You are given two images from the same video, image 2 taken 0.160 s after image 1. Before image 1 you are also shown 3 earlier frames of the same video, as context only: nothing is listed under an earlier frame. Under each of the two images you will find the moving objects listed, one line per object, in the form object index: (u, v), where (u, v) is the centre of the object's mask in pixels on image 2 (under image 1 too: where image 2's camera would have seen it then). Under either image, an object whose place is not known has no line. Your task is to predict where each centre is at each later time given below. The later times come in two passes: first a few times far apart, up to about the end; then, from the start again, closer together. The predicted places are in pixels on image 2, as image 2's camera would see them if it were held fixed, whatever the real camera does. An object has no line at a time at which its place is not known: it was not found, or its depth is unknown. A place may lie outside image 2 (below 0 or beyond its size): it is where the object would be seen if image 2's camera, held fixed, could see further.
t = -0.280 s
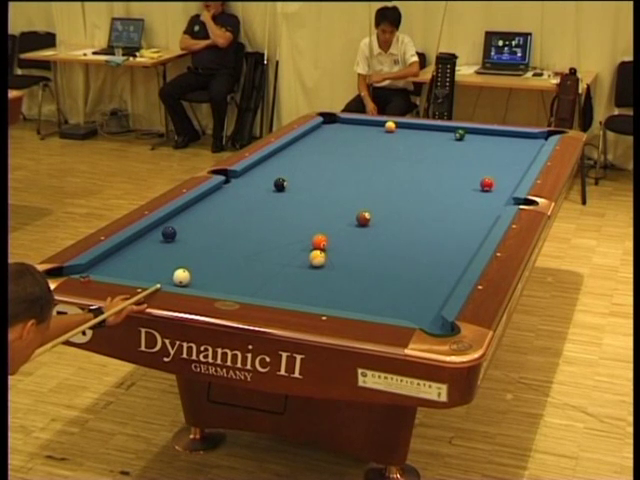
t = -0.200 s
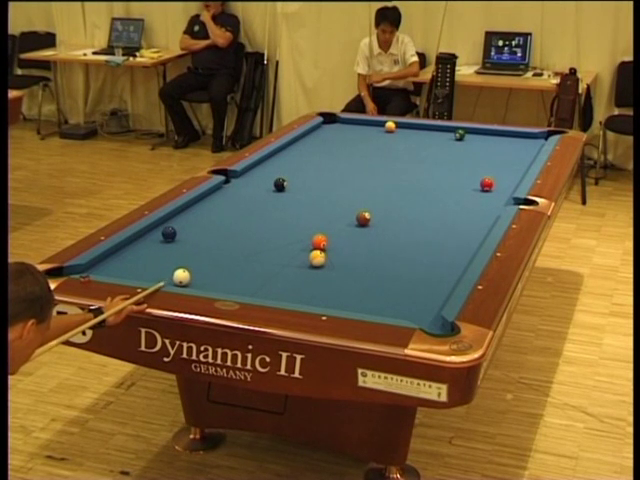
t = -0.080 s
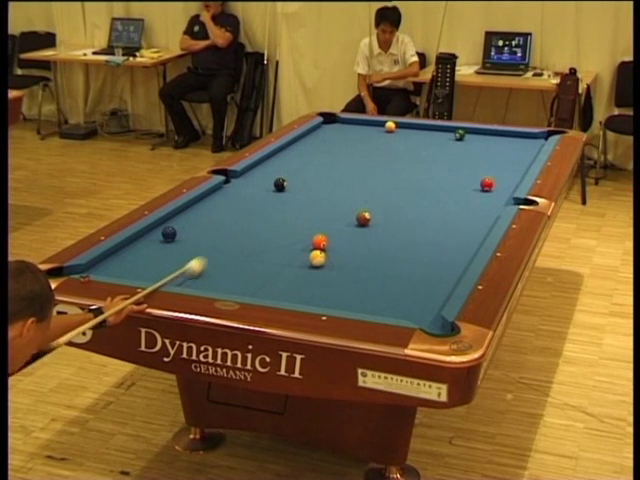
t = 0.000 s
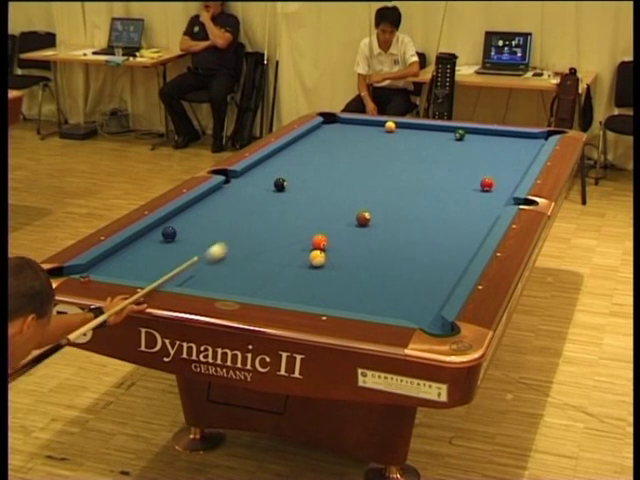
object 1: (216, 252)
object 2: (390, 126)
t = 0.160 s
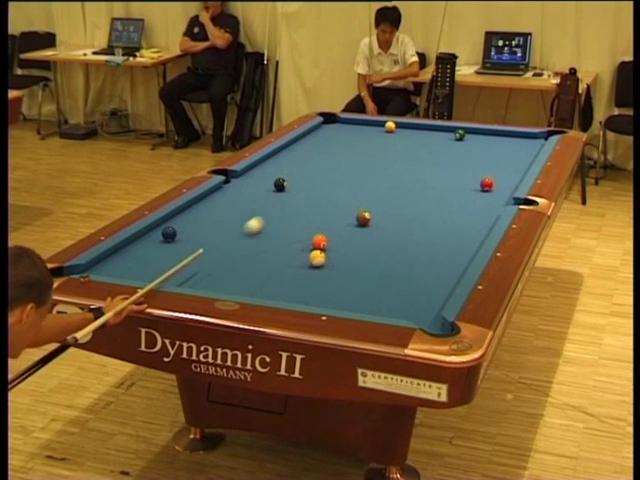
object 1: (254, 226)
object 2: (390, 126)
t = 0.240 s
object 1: (271, 214)
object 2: (390, 126)
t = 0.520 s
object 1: (320, 179)
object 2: (390, 126)
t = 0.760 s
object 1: (354, 155)
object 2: (390, 126)
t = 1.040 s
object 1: (386, 132)
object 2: (391, 125)
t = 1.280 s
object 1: (416, 126)
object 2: (377, 127)
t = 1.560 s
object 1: (428, 131)
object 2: (357, 135)
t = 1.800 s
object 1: (436, 136)
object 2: (338, 142)
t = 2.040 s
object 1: (444, 140)
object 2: (319, 149)
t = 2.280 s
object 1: (452, 145)
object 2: (300, 157)
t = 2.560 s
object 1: (461, 150)
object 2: (276, 165)
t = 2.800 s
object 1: (469, 155)
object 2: (256, 173)
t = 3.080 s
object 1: (477, 160)
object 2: (231, 183)
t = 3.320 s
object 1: (485, 164)
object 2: (218, 190)
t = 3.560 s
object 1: (492, 168)
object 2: (210, 199)
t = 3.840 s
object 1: (500, 172)
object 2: (200, 208)
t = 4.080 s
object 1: (507, 176)
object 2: (191, 216)
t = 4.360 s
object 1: (514, 180)
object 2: (182, 226)
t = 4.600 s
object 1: (512, 182)
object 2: (179, 231)
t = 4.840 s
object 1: (507, 183)
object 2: (181, 233)
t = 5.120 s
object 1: (503, 185)
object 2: (182, 236)
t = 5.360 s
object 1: (499, 186)
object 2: (183, 237)
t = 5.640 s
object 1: (497, 187)
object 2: (185, 239)
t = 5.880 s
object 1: (496, 187)
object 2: (186, 240)
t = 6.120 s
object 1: (494, 188)
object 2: (186, 240)
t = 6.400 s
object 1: (494, 188)
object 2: (187, 241)
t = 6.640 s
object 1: (494, 188)
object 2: (187, 241)
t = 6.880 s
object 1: (494, 188)
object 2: (187, 241)
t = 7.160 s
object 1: (494, 188)
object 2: (187, 241)
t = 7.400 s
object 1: (494, 188)
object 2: (187, 241)
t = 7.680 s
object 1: (494, 188)
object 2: (187, 241)
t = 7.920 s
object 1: (494, 188)
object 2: (187, 241)
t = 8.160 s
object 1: (494, 188)
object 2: (187, 241)
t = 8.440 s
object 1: (494, 188)
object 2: (187, 241)
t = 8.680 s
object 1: (494, 188)
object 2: (187, 241)
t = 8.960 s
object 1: (494, 188)
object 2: (187, 241)
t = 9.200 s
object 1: (494, 188)
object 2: (187, 241)
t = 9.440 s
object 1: (494, 188)
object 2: (187, 241)
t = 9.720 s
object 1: (494, 188)
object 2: (186, 241)
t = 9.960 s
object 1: (494, 188)
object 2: (187, 241)
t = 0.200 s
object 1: (262, 219)
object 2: (390, 126)
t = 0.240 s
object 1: (271, 214)
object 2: (390, 126)
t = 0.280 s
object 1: (278, 208)
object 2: (390, 126)
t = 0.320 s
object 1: (286, 203)
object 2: (390, 126)
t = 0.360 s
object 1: (293, 198)
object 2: (390, 126)
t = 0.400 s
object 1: (300, 193)
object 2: (390, 126)
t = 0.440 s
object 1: (307, 188)
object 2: (390, 126)
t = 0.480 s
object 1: (314, 183)
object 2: (390, 126)
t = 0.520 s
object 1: (320, 179)
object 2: (390, 126)
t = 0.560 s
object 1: (326, 175)
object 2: (390, 126)
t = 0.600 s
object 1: (332, 170)
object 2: (390, 126)
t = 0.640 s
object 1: (338, 166)
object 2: (390, 126)
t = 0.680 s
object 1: (343, 163)
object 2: (390, 126)
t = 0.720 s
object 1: (349, 158)
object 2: (390, 126)
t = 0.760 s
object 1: (354, 155)
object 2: (390, 126)
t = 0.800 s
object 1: (359, 151)
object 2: (390, 126)
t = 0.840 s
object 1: (364, 148)
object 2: (390, 126)
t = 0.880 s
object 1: (369, 145)
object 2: (390, 126)
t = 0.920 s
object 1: (374, 141)
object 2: (390, 126)
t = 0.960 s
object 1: (378, 138)
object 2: (390, 126)
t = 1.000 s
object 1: (382, 135)
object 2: (391, 126)
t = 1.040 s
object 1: (386, 132)
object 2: (391, 125)
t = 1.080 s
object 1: (390, 128)
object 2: (390, 123)
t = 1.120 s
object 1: (397, 129)
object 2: (388, 123)
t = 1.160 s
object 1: (401, 128)
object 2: (386, 124)
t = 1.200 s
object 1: (406, 128)
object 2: (383, 125)
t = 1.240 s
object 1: (411, 127)
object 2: (380, 126)
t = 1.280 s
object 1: (416, 126)
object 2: (377, 127)
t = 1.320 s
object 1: (420, 126)
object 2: (375, 128)
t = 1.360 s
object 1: (421, 127)
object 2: (372, 129)
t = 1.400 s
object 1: (422, 128)
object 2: (369, 131)
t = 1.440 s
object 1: (424, 129)
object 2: (366, 132)
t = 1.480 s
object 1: (425, 129)
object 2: (363, 133)
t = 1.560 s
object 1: (428, 131)
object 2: (357, 135)
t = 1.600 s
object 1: (429, 131)
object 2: (353, 137)
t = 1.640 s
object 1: (430, 132)
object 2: (350, 138)
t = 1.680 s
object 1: (432, 133)
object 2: (347, 139)
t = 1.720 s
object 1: (433, 134)
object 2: (344, 140)
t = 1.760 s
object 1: (434, 135)
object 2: (341, 141)
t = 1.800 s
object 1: (436, 136)
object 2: (338, 142)
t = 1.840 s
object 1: (437, 136)
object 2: (335, 144)
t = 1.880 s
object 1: (439, 137)
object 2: (332, 144)
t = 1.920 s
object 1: (440, 138)
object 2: (329, 146)
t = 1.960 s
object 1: (441, 139)
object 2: (326, 147)
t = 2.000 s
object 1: (442, 139)
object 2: (323, 148)
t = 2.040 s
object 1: (444, 140)
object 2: (319, 149)
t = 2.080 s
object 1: (445, 141)
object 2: (316, 150)
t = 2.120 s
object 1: (446, 142)
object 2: (313, 152)
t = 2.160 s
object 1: (448, 143)
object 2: (310, 153)
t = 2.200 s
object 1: (449, 143)
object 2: (306, 154)
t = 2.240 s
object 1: (450, 144)
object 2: (303, 155)
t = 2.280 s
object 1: (452, 145)
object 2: (300, 157)
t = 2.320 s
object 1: (453, 146)
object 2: (296, 158)
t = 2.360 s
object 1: (454, 147)
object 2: (293, 159)
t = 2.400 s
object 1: (455, 147)
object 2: (290, 160)
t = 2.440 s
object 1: (457, 148)
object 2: (287, 161)
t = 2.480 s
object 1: (458, 149)
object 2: (283, 163)
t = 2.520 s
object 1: (459, 149)
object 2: (280, 164)
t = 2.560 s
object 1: (461, 150)
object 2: (276, 165)
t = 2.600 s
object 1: (462, 151)
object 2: (273, 167)
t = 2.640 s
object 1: (463, 151)
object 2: (270, 168)
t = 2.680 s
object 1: (465, 152)
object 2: (266, 169)
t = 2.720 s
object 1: (466, 153)
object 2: (263, 170)
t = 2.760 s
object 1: (467, 154)
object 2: (259, 172)
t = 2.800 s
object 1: (469, 155)
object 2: (256, 173)
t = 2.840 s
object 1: (470, 155)
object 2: (253, 174)
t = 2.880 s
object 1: (471, 156)
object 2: (249, 176)
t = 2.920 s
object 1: (472, 157)
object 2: (246, 177)
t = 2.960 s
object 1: (473, 157)
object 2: (242, 178)
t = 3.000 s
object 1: (475, 158)
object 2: (239, 180)
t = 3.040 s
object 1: (476, 159)
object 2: (235, 181)
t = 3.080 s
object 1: (477, 160)
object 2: (231, 183)
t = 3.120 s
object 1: (478, 160)
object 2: (228, 184)
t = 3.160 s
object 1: (480, 161)
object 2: (224, 185)
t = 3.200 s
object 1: (481, 162)
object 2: (222, 186)
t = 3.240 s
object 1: (482, 163)
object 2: (221, 187)
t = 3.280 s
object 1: (484, 163)
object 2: (219, 189)
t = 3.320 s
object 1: (485, 164)
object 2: (218, 190)
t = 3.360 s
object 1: (486, 165)
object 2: (217, 192)
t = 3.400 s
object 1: (487, 165)
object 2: (215, 193)
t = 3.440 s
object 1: (489, 166)
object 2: (214, 195)
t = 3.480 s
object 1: (490, 166)
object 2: (212, 196)
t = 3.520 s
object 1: (491, 167)
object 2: (211, 197)
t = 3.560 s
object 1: (492, 168)
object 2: (210, 199)
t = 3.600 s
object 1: (493, 169)
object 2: (208, 200)
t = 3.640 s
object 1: (495, 169)
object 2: (207, 201)
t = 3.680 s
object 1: (496, 170)
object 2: (206, 203)
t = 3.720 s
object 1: (497, 171)
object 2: (204, 204)
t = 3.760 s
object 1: (498, 171)
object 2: (203, 205)
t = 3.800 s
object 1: (499, 172)
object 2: (201, 207)
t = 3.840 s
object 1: (500, 172)
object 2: (200, 208)
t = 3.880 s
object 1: (501, 173)
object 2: (198, 209)
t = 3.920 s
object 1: (503, 174)
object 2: (197, 211)
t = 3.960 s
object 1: (504, 175)
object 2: (196, 212)
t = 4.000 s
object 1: (505, 175)
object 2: (194, 214)
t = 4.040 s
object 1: (506, 176)
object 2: (193, 215)
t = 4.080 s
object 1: (507, 176)
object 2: (191, 216)
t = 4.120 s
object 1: (508, 177)
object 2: (190, 218)
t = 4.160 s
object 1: (510, 178)
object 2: (188, 219)
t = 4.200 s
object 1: (511, 178)
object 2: (187, 220)
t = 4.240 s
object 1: (512, 179)
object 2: (186, 222)
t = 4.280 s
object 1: (513, 179)
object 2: (184, 223)
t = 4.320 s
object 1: (513, 180)
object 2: (183, 225)
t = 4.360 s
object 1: (514, 180)
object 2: (182, 226)
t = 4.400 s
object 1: (515, 181)
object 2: (181, 227)
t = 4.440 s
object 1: (515, 181)
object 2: (180, 228)
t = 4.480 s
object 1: (514, 181)
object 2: (179, 229)
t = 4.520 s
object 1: (514, 182)
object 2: (179, 229)
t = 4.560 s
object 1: (513, 182)
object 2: (179, 230)
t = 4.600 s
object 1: (512, 182)
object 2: (179, 231)
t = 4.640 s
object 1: (511, 183)
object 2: (179, 231)
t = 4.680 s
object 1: (511, 183)
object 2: (179, 232)
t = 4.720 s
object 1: (510, 183)
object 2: (180, 232)
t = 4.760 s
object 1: (509, 183)
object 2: (180, 233)
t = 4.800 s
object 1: (508, 183)
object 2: (181, 233)
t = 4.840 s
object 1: (507, 183)
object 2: (181, 233)
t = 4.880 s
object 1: (506, 184)
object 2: (181, 233)
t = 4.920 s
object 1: (506, 184)
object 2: (181, 234)
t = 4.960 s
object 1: (505, 184)
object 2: (182, 234)
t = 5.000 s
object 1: (504, 184)
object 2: (182, 235)
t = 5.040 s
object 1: (504, 185)
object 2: (182, 235)
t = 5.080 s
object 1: (503, 185)
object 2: (182, 235)
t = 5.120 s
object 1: (503, 185)
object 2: (182, 236)
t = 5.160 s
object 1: (502, 185)
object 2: (183, 236)
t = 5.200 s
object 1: (502, 185)
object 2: (183, 236)
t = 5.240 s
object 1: (501, 185)
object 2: (183, 237)
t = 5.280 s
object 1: (500, 186)
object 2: (183, 237)
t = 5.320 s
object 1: (500, 186)
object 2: (183, 237)
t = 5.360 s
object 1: (499, 186)
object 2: (183, 237)
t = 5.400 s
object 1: (498, 186)
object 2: (184, 238)
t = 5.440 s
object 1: (498, 186)
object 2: (184, 238)
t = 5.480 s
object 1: (498, 186)
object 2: (184, 238)
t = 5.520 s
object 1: (497, 186)
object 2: (184, 238)
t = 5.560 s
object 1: (497, 186)
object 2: (184, 238)
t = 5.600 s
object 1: (497, 187)
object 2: (185, 238)
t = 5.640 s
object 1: (497, 187)
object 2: (185, 239)
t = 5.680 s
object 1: (497, 187)
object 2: (185, 239)
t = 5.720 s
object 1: (496, 187)
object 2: (185, 239)
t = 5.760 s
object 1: (496, 187)
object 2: (185, 239)
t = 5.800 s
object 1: (496, 187)
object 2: (185, 240)
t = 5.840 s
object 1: (496, 187)
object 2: (185, 240)
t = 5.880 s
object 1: (496, 187)
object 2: (186, 240)
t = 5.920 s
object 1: (495, 187)
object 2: (186, 240)
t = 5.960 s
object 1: (495, 187)
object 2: (186, 240)
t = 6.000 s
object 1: (495, 187)
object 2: (186, 240)
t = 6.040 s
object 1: (495, 188)
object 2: (186, 240)
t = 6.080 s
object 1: (494, 188)
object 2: (186, 240)
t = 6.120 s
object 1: (494, 188)
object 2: (186, 240)
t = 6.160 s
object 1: (494, 188)
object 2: (187, 240)
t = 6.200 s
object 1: (494, 188)
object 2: (187, 240)
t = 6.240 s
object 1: (494, 188)
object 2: (187, 241)
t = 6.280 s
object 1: (494, 188)
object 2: (187, 241)
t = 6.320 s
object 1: (494, 188)
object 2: (187, 241)
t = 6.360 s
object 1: (494, 188)
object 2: (187, 241)
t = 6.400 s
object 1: (494, 188)
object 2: (187, 241)
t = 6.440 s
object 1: (494, 188)
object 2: (187, 241)
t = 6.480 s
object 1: (494, 188)
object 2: (187, 241)
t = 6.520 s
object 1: (494, 188)
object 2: (187, 241)
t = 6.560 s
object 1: (494, 188)
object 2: (187, 241)
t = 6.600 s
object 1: (494, 188)
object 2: (187, 241)
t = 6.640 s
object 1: (494, 188)
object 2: (187, 241)
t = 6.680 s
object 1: (494, 188)
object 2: (186, 241)
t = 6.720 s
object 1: (494, 188)
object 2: (187, 241)
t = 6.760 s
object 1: (494, 188)
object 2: (187, 241)
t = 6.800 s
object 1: (494, 188)
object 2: (187, 241)
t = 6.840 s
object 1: (494, 188)
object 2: (187, 241)
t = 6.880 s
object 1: (494, 188)
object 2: (187, 241)
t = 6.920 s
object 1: (494, 188)
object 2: (187, 241)
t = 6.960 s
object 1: (494, 188)
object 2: (187, 241)
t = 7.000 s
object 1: (494, 188)
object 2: (187, 241)
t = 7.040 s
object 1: (494, 188)
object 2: (187, 241)
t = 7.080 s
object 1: (494, 188)
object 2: (187, 241)
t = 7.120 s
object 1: (494, 188)
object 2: (187, 241)
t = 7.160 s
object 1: (494, 188)
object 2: (187, 241)
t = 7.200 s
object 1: (494, 188)
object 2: (187, 241)
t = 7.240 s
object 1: (494, 188)
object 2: (187, 241)
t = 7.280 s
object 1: (494, 188)
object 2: (187, 241)
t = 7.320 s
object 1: (494, 188)
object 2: (187, 241)
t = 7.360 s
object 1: (494, 188)
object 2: (187, 241)
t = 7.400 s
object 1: (494, 188)
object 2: (187, 241)
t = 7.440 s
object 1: (494, 188)
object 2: (187, 241)
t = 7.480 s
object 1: (494, 188)
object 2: (187, 241)
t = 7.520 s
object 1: (494, 188)
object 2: (187, 241)
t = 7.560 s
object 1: (494, 188)
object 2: (187, 241)
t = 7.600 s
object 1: (494, 188)
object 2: (187, 241)
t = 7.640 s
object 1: (494, 188)
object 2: (187, 241)
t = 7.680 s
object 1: (494, 188)
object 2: (187, 241)
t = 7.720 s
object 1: (494, 188)
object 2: (187, 241)
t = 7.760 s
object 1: (494, 188)
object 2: (187, 241)
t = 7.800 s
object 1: (494, 188)
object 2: (187, 241)
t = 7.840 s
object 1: (494, 188)
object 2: (187, 241)
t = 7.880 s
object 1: (494, 188)
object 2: (187, 241)
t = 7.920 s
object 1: (494, 188)
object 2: (187, 241)
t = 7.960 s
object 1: (494, 188)
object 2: (187, 241)
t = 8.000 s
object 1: (494, 188)
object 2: (187, 241)
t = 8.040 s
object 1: (494, 188)
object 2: (187, 241)
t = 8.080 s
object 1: (494, 188)
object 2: (187, 241)
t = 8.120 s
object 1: (494, 188)
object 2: (186, 241)
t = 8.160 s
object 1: (494, 188)
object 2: (187, 241)
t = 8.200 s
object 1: (494, 188)
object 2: (187, 241)
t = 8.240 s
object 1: (494, 188)
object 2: (187, 241)
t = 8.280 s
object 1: (494, 188)
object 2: (187, 241)
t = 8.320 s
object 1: (494, 188)
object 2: (187, 241)
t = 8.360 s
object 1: (494, 188)
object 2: (187, 241)
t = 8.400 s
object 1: (494, 188)
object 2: (187, 241)
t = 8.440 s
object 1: (494, 188)
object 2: (187, 241)
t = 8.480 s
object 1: (494, 188)
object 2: (187, 241)
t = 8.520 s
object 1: (494, 188)
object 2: (187, 241)
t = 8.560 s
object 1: (494, 188)
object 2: (187, 241)
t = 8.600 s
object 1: (494, 188)
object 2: (187, 241)
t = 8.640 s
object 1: (494, 188)
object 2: (187, 241)
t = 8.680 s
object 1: (494, 188)
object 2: (187, 241)
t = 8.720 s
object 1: (494, 188)
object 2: (187, 241)
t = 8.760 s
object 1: (494, 188)
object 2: (187, 241)
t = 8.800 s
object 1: (494, 188)
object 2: (187, 241)
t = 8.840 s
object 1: (494, 188)
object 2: (187, 241)
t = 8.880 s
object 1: (494, 188)
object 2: (187, 241)
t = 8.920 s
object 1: (494, 188)
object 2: (187, 241)
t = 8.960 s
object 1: (494, 188)
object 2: (187, 241)
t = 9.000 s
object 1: (494, 188)
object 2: (187, 241)
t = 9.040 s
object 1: (494, 188)
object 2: (187, 241)
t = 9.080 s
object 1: (494, 188)
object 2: (187, 241)
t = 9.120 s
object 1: (494, 188)
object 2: (187, 241)
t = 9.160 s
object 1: (494, 188)
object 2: (187, 241)
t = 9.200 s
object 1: (494, 188)
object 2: (187, 241)
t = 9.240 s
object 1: (494, 188)
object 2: (187, 241)
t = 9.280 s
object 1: (494, 188)
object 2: (187, 241)
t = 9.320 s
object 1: (494, 188)
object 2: (187, 241)
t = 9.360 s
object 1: (494, 188)
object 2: (186, 241)
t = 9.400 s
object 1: (494, 188)
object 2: (186, 241)
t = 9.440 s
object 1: (494, 188)
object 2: (187, 241)
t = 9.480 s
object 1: (494, 188)
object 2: (187, 241)
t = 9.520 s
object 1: (494, 188)
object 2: (186, 241)
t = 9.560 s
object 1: (494, 188)
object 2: (186, 241)
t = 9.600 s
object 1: (494, 188)
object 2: (186, 241)
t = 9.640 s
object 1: (494, 188)
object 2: (186, 241)
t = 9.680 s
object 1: (494, 188)
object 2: (186, 241)
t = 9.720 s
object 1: (494, 188)
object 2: (186, 241)
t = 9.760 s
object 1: (494, 188)
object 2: (186, 241)
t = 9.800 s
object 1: (494, 188)
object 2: (186, 241)
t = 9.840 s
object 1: (494, 188)
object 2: (187, 241)
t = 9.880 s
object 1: (494, 188)
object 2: (187, 241)
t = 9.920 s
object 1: (494, 188)
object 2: (186, 241)
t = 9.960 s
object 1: (494, 188)
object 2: (187, 241)
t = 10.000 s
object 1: (494, 188)
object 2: (187, 241)
